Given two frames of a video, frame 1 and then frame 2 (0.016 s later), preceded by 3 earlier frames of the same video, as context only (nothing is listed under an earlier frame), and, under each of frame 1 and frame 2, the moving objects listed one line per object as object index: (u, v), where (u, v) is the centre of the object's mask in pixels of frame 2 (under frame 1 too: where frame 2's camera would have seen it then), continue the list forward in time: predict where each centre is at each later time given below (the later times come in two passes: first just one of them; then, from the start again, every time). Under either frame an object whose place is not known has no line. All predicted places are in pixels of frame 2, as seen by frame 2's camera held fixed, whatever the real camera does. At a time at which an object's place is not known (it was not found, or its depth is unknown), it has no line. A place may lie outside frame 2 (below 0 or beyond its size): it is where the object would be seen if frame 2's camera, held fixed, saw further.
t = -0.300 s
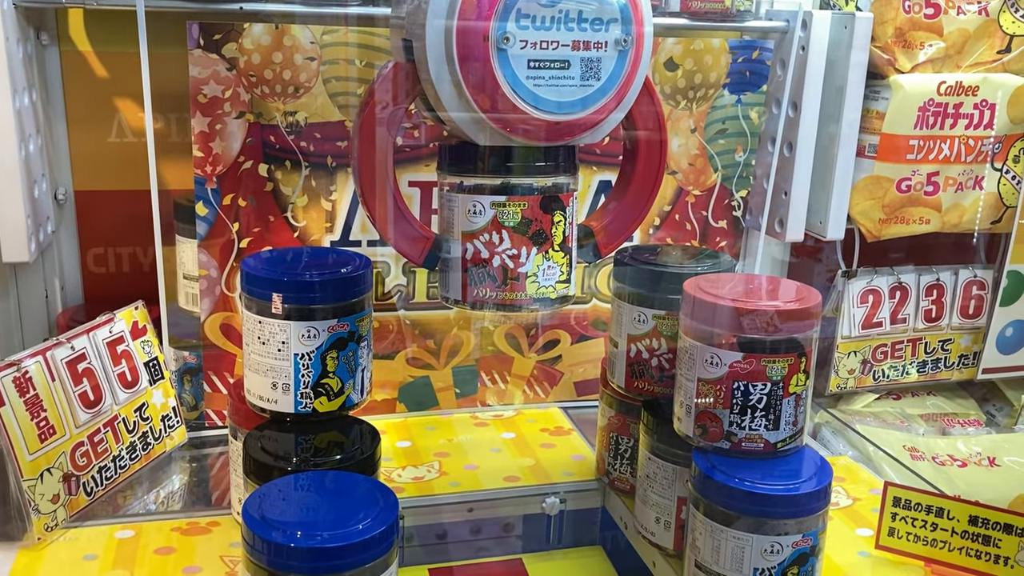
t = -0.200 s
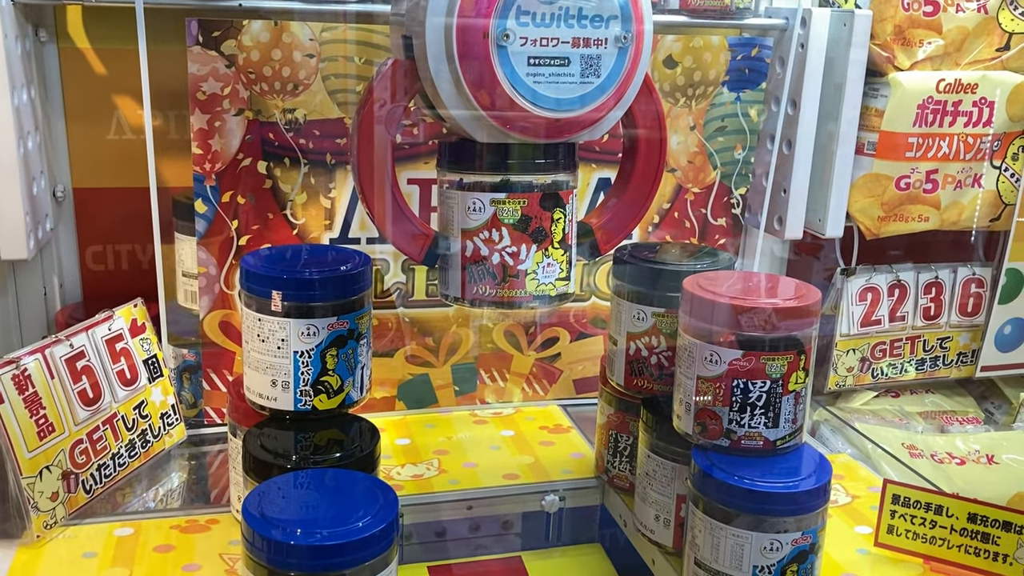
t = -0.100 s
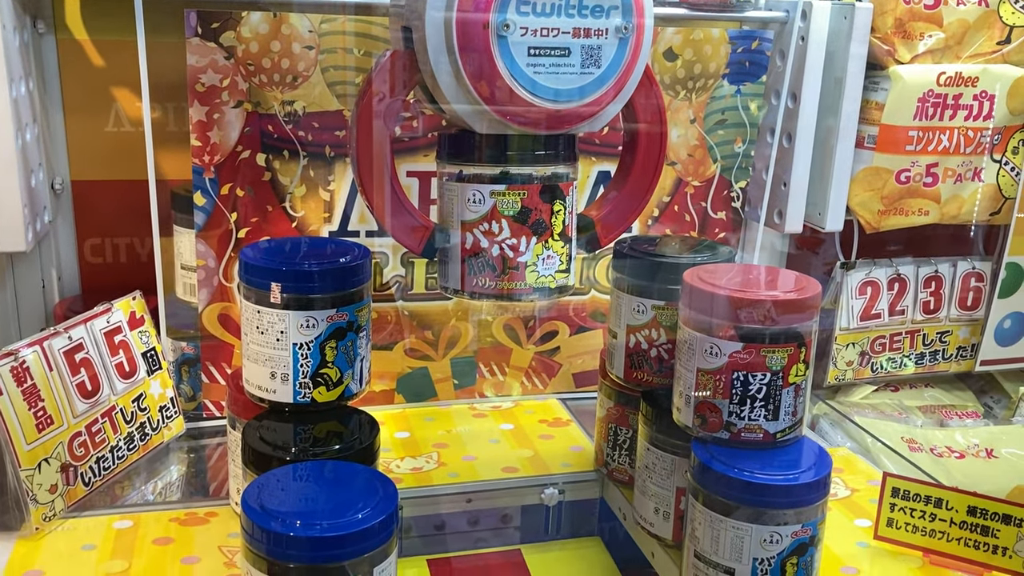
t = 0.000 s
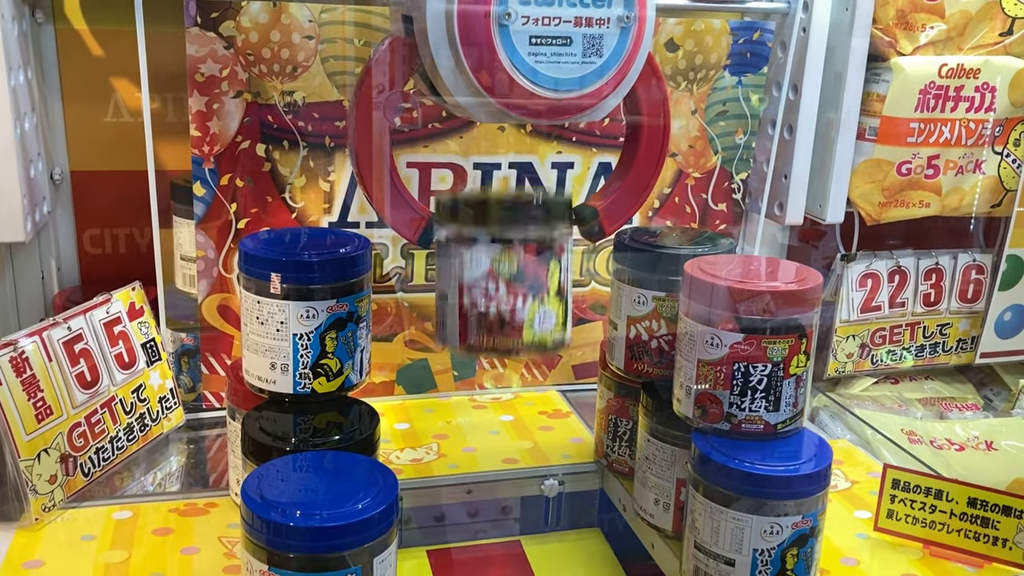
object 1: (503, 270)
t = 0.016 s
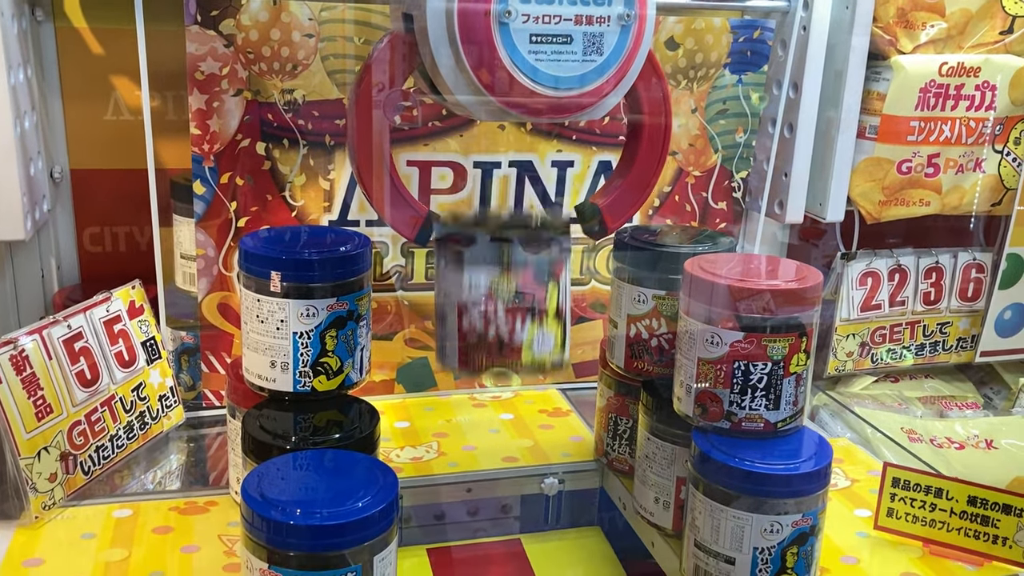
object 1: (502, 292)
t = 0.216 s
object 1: (507, 560)
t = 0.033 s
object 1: (501, 318)
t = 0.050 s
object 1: (499, 344)
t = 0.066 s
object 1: (498, 375)
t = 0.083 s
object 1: (497, 411)
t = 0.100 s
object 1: (496, 444)
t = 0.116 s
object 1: (492, 484)
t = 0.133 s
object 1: (491, 517)
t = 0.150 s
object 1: (489, 534)
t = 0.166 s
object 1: (496, 543)
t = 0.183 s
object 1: (500, 548)
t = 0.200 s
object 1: (504, 554)
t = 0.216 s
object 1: (507, 560)
